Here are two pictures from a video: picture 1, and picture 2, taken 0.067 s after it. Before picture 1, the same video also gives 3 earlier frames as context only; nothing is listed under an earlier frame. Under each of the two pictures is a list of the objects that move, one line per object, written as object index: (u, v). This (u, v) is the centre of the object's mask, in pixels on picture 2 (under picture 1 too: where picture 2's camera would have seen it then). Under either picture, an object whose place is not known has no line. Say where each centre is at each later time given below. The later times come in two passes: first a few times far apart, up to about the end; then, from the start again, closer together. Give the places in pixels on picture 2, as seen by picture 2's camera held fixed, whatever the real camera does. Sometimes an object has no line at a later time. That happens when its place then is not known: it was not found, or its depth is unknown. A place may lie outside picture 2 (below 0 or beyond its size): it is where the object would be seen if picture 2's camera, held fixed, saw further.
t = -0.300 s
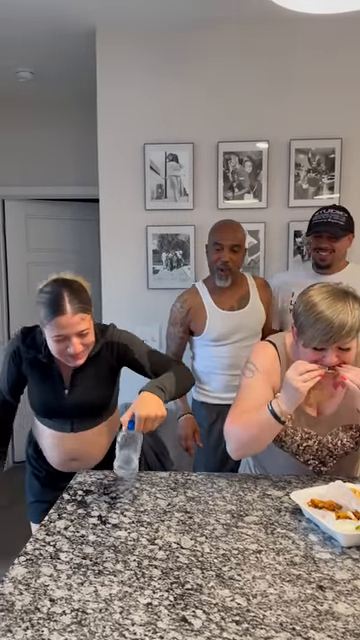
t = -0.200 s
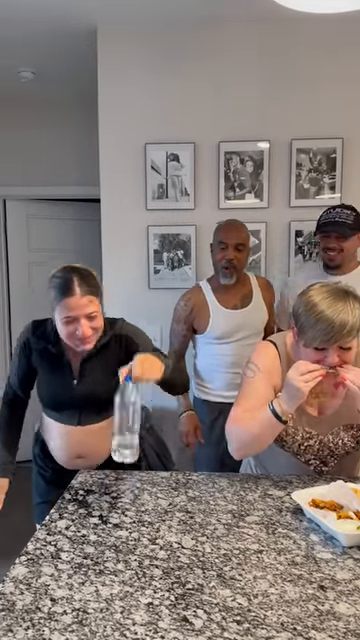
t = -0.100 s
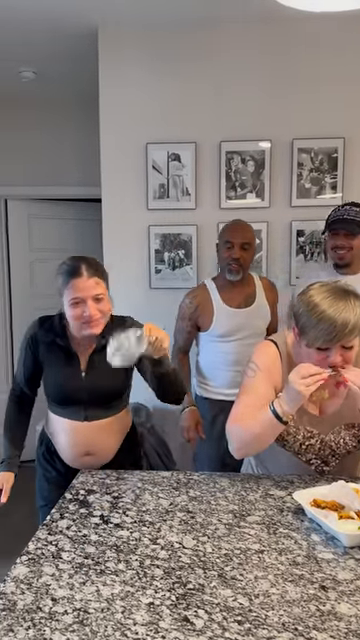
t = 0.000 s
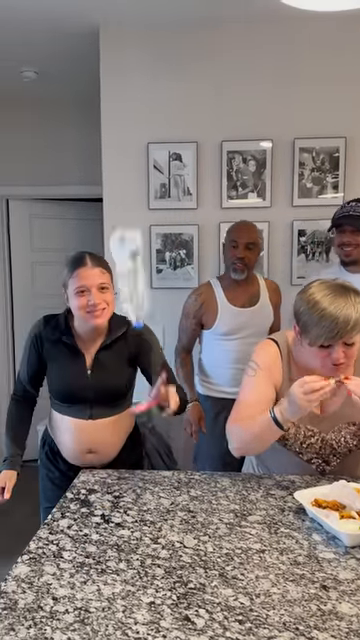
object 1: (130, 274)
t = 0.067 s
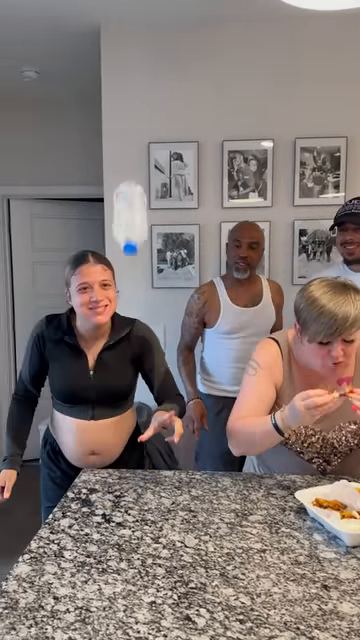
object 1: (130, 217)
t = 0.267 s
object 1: (134, 172)
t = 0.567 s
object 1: (152, 567)
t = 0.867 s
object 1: (165, 578)
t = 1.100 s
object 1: (171, 578)
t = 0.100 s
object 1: (129, 192)
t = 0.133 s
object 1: (129, 171)
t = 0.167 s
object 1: (130, 159)
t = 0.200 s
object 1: (131, 155)
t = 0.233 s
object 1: (133, 160)
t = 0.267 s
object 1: (134, 172)
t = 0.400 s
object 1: (143, 296)
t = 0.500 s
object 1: (149, 453)
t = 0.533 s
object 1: (153, 521)
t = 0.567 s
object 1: (152, 567)
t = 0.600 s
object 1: (156, 573)
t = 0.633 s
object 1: (157, 579)
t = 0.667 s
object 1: (159, 576)
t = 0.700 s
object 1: (160, 576)
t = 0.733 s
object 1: (160, 579)
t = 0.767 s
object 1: (160, 579)
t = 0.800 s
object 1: (161, 580)
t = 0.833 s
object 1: (163, 579)
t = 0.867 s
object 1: (165, 578)
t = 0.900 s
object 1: (166, 579)
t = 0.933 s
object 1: (167, 578)
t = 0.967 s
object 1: (167, 578)
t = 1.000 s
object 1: (167, 578)
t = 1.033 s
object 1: (168, 578)
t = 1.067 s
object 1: (170, 578)
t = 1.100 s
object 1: (171, 578)
